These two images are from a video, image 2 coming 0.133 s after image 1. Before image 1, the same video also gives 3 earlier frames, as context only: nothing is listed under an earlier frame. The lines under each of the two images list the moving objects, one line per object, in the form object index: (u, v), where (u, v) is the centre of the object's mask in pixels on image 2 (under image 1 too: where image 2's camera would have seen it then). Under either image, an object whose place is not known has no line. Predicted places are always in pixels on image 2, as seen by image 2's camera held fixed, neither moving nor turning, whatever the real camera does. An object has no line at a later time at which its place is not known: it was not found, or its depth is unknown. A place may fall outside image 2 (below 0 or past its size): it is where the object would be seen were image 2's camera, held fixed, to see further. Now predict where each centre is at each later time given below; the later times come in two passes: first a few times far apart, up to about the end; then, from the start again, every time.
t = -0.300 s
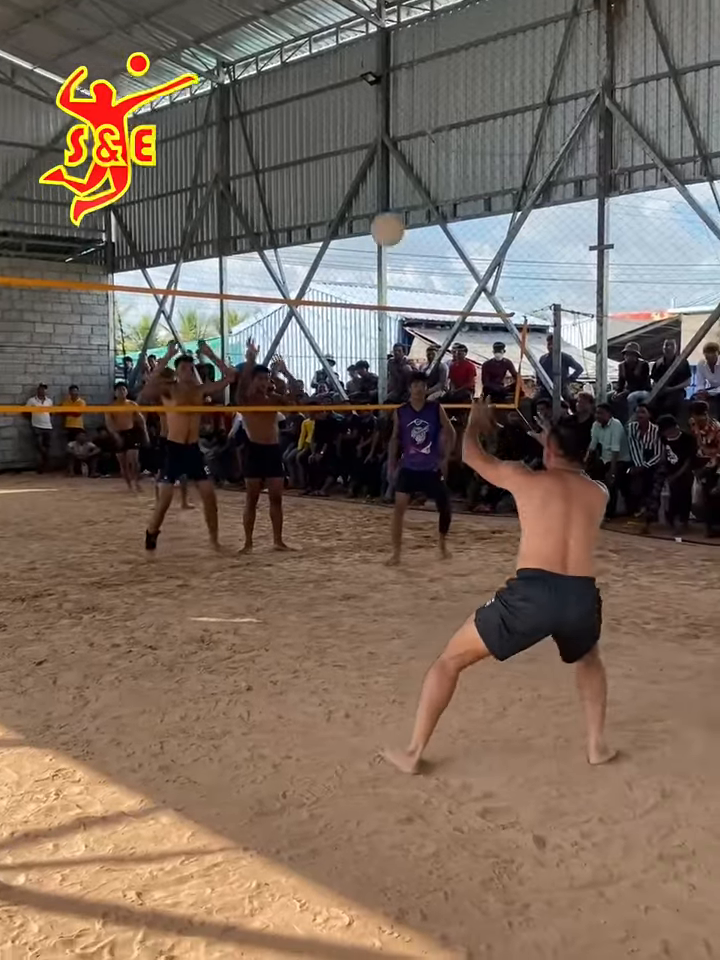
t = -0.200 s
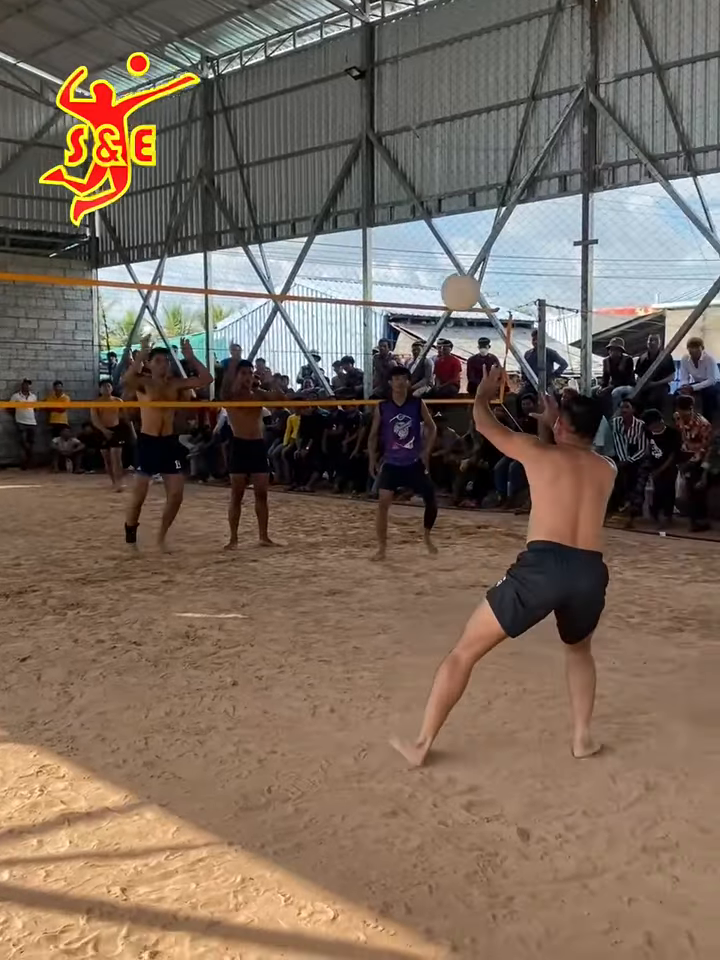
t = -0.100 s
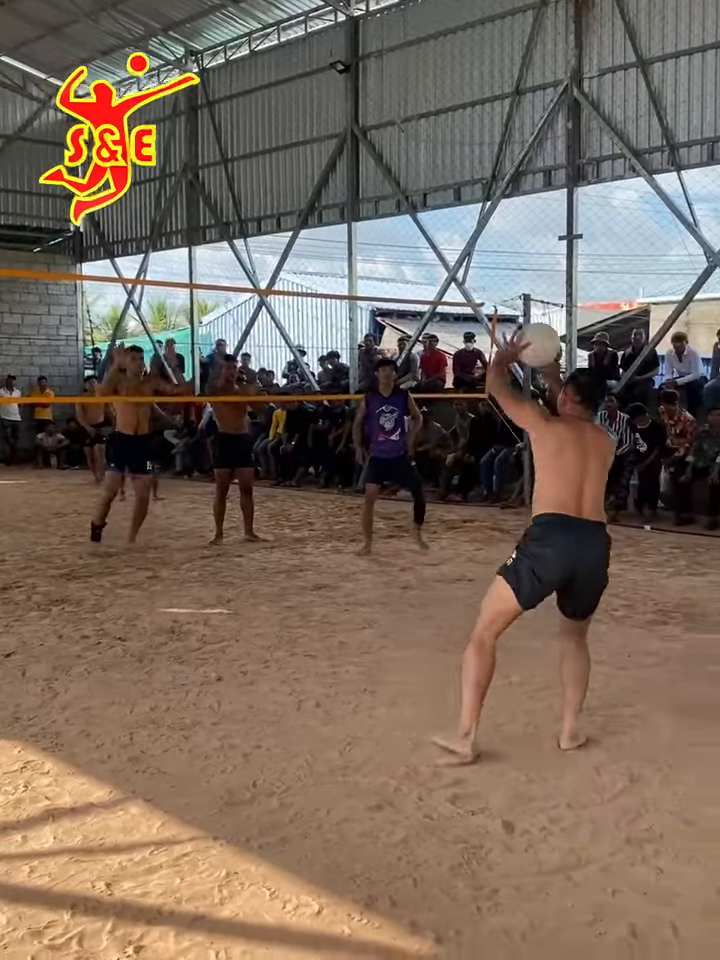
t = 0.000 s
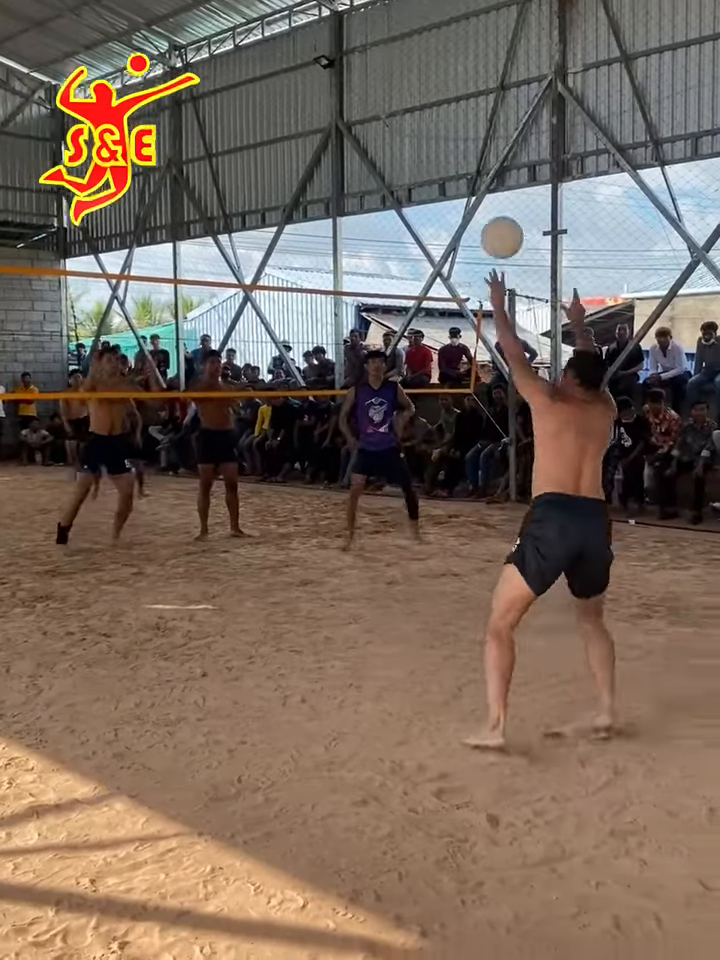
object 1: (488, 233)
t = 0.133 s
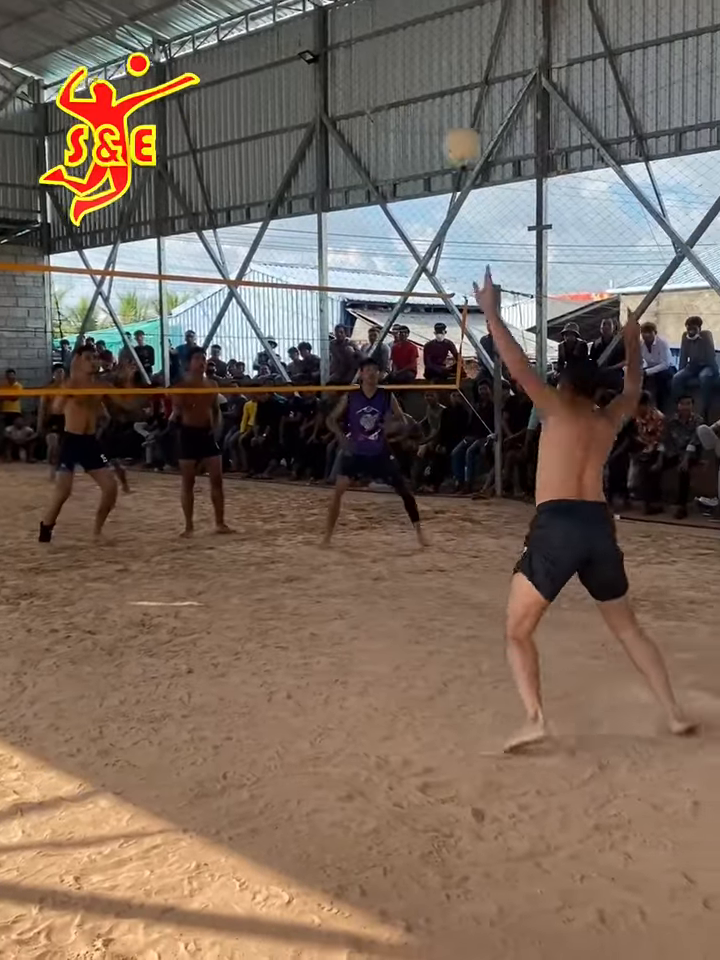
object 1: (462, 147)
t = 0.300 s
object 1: (431, 101)
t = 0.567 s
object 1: (396, 126)
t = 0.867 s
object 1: (377, 255)
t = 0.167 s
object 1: (454, 133)
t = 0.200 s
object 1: (448, 120)
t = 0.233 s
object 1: (441, 111)
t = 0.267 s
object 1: (436, 104)
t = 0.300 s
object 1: (431, 101)
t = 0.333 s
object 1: (425, 98)
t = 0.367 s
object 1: (419, 96)
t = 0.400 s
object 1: (415, 97)
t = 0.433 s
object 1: (412, 100)
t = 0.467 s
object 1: (408, 103)
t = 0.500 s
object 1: (403, 108)
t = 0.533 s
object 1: (400, 117)
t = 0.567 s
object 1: (396, 126)
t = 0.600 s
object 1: (395, 134)
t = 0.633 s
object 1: (392, 147)
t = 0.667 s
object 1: (387, 161)
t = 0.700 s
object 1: (386, 180)
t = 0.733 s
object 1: (385, 189)
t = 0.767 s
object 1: (382, 205)
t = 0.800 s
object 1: (380, 220)
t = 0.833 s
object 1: (379, 238)
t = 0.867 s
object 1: (377, 255)
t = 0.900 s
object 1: (376, 273)
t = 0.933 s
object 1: (374, 293)
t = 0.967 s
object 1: (373, 313)
